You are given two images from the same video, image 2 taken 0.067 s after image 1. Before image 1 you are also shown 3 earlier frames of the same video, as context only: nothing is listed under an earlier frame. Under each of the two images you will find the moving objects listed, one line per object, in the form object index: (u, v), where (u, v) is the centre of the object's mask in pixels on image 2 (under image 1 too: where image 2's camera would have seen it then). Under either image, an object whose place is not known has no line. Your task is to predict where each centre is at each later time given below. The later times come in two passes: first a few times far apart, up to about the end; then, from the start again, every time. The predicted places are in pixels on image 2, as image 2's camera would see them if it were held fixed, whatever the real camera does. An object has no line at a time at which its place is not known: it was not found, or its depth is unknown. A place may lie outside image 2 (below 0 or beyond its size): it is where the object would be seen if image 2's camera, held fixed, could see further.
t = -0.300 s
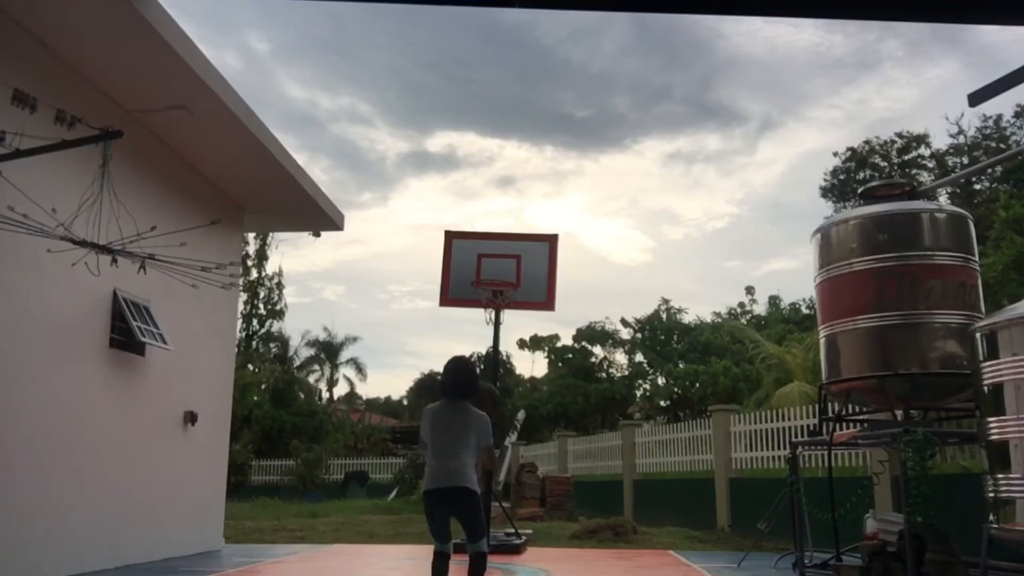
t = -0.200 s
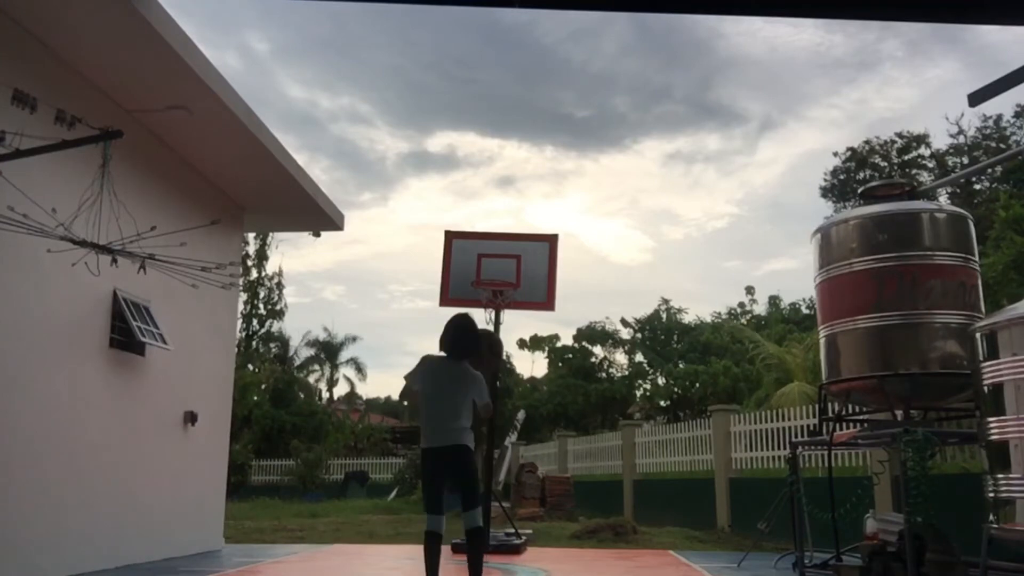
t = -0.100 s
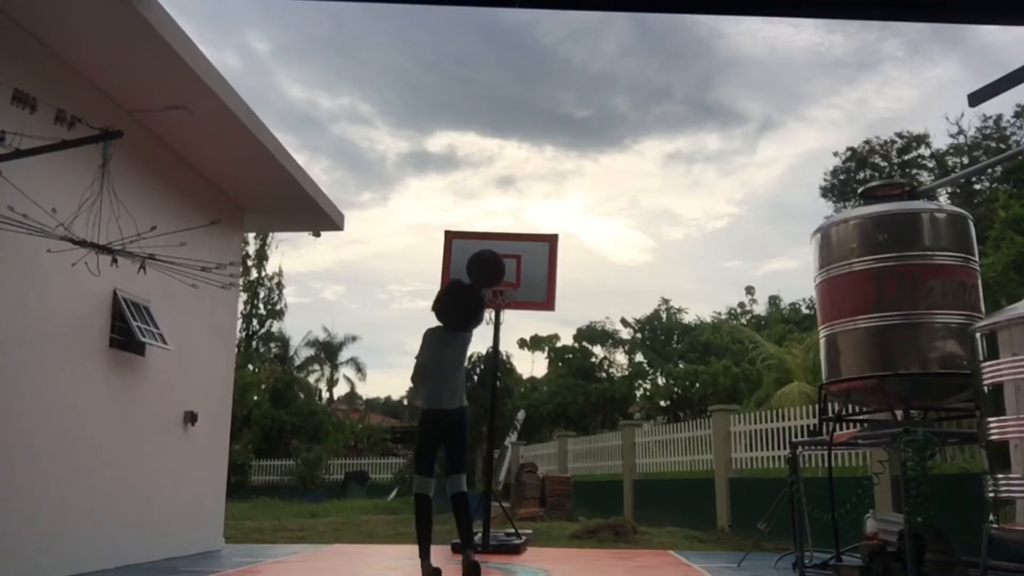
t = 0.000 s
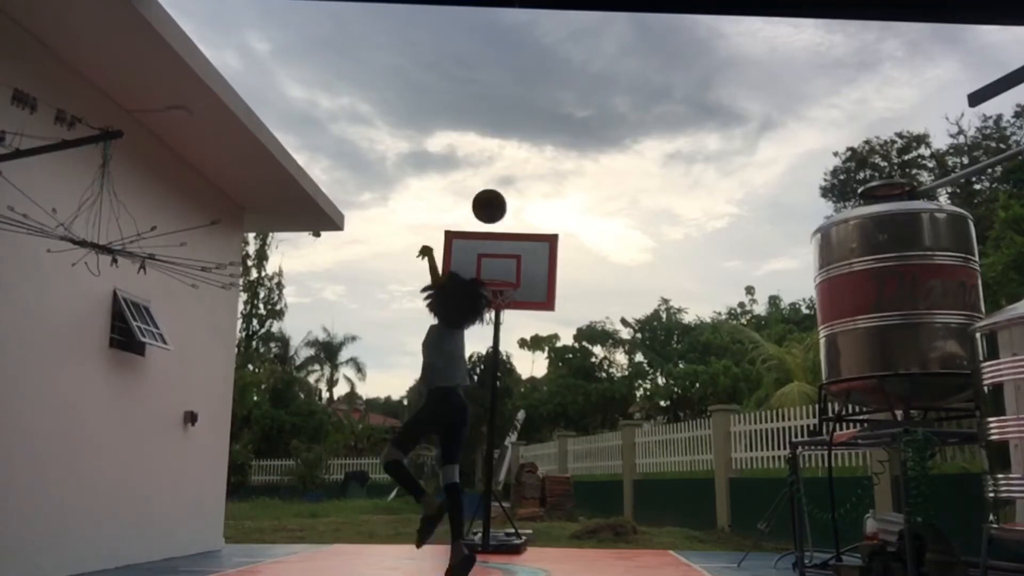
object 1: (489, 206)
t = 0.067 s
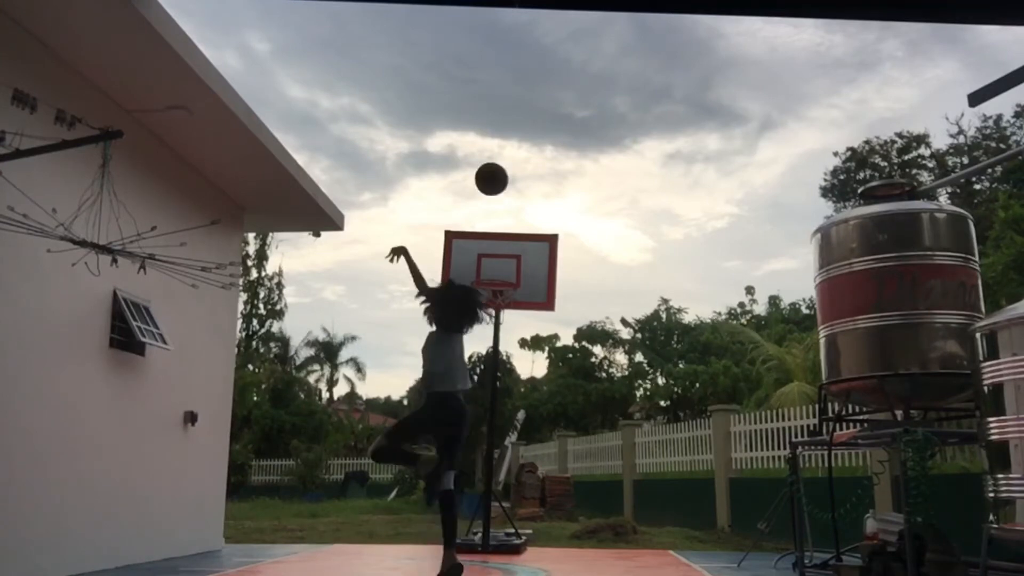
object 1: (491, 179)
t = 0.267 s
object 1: (496, 143)
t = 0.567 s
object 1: (505, 176)
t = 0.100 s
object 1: (492, 169)
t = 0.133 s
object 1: (493, 160)
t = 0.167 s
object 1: (494, 153)
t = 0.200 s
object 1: (494, 148)
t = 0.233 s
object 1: (495, 145)
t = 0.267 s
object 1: (496, 143)
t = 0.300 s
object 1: (497, 142)
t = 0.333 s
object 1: (498, 143)
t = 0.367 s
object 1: (499, 144)
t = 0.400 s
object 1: (500, 147)
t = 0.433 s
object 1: (501, 151)
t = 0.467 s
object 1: (502, 156)
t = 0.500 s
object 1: (503, 162)
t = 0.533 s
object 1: (504, 169)
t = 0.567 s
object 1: (505, 176)
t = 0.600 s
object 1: (506, 185)
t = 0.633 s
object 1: (507, 194)
